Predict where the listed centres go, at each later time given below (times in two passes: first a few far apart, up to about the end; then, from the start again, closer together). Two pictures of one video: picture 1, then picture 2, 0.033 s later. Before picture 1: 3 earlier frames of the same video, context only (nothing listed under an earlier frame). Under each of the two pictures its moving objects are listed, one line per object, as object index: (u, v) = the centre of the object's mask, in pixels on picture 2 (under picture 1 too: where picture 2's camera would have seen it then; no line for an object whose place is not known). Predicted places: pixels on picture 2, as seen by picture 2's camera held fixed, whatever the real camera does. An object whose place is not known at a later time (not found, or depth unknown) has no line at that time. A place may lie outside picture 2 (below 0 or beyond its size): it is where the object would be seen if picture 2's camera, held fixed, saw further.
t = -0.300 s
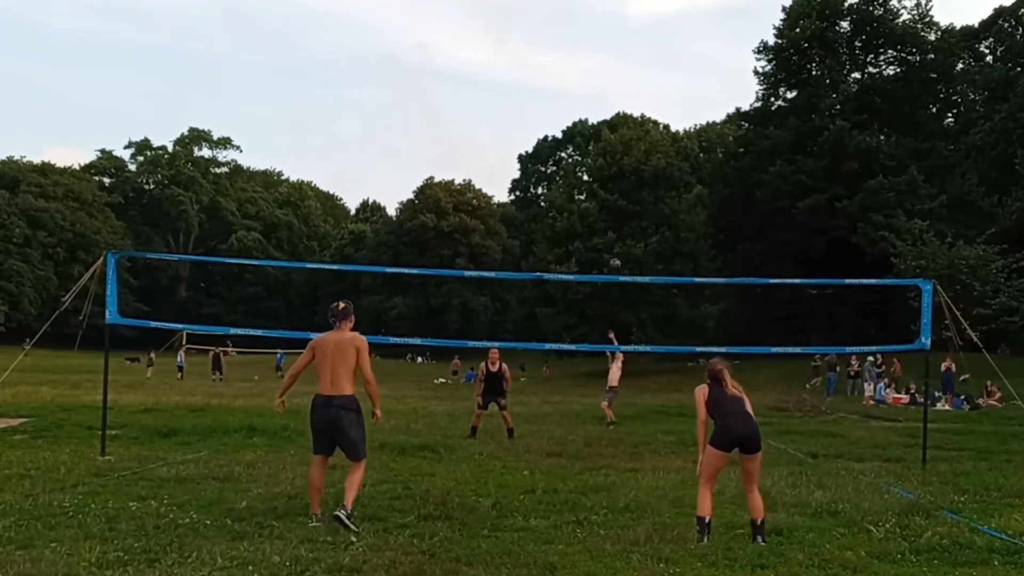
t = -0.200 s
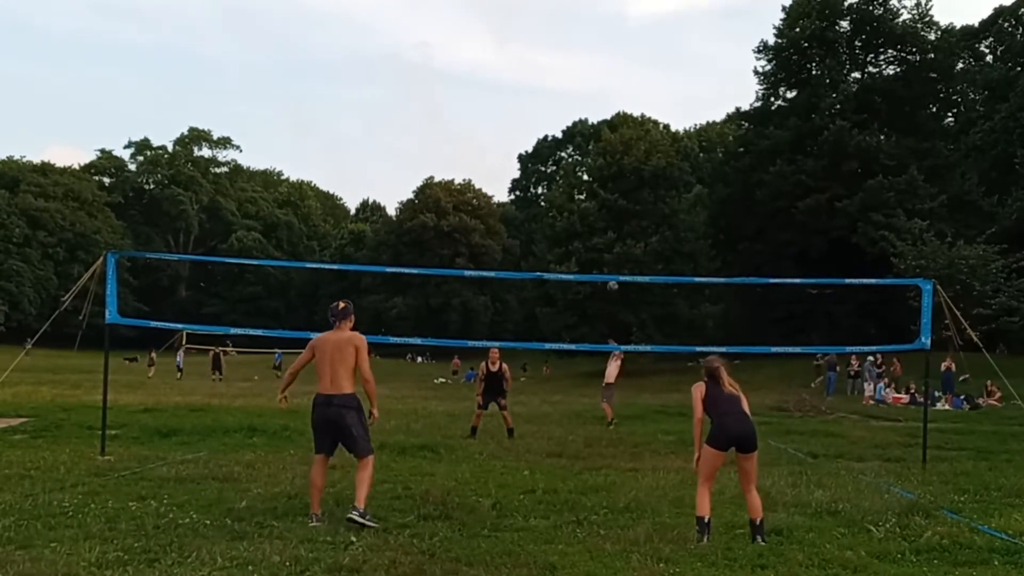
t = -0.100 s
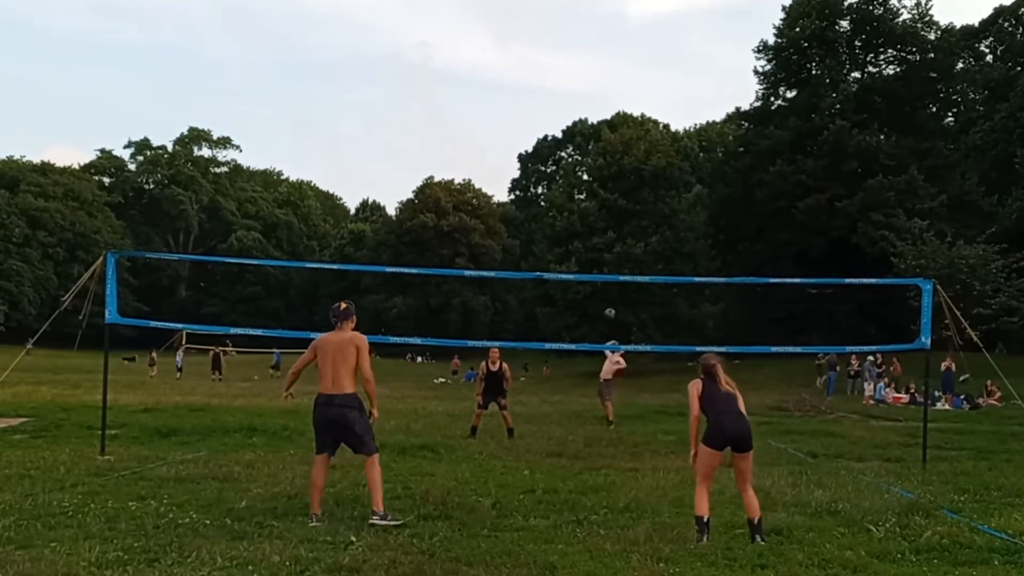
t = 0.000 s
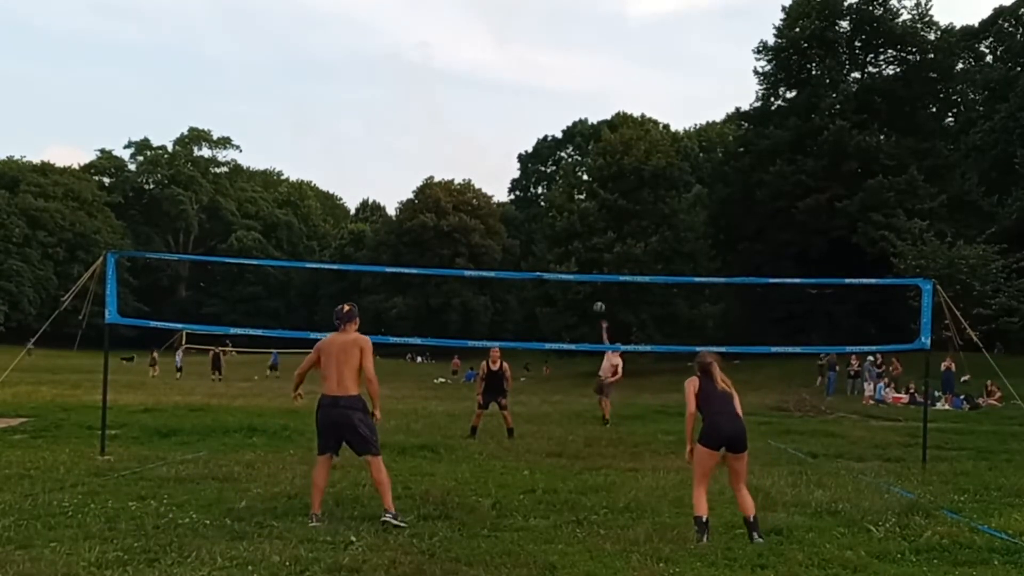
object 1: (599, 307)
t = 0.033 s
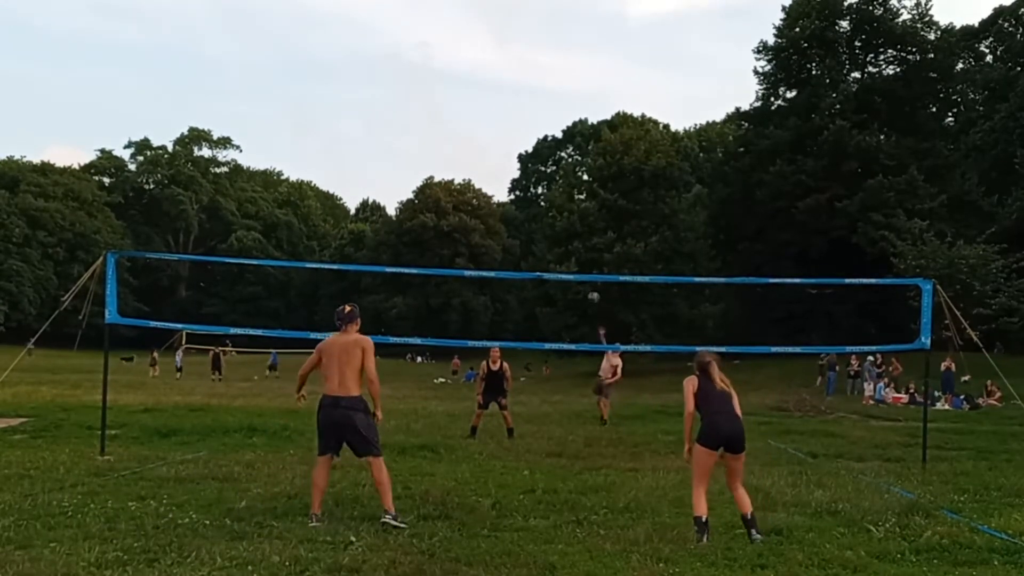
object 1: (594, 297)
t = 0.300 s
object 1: (543, 240)
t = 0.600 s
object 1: (469, 239)
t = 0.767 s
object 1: (417, 284)
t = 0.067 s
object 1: (588, 288)
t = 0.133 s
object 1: (576, 269)
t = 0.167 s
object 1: (570, 263)
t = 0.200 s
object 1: (563, 256)
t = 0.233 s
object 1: (557, 249)
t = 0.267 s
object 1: (550, 245)
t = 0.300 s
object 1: (543, 240)
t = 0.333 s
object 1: (536, 236)
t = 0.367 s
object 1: (529, 233)
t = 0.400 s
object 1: (521, 232)
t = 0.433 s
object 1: (513, 229)
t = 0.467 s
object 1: (505, 229)
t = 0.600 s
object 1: (469, 239)
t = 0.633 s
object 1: (459, 244)
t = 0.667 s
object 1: (449, 253)
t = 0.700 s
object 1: (439, 261)
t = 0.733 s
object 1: (428, 272)
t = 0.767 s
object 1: (417, 284)
